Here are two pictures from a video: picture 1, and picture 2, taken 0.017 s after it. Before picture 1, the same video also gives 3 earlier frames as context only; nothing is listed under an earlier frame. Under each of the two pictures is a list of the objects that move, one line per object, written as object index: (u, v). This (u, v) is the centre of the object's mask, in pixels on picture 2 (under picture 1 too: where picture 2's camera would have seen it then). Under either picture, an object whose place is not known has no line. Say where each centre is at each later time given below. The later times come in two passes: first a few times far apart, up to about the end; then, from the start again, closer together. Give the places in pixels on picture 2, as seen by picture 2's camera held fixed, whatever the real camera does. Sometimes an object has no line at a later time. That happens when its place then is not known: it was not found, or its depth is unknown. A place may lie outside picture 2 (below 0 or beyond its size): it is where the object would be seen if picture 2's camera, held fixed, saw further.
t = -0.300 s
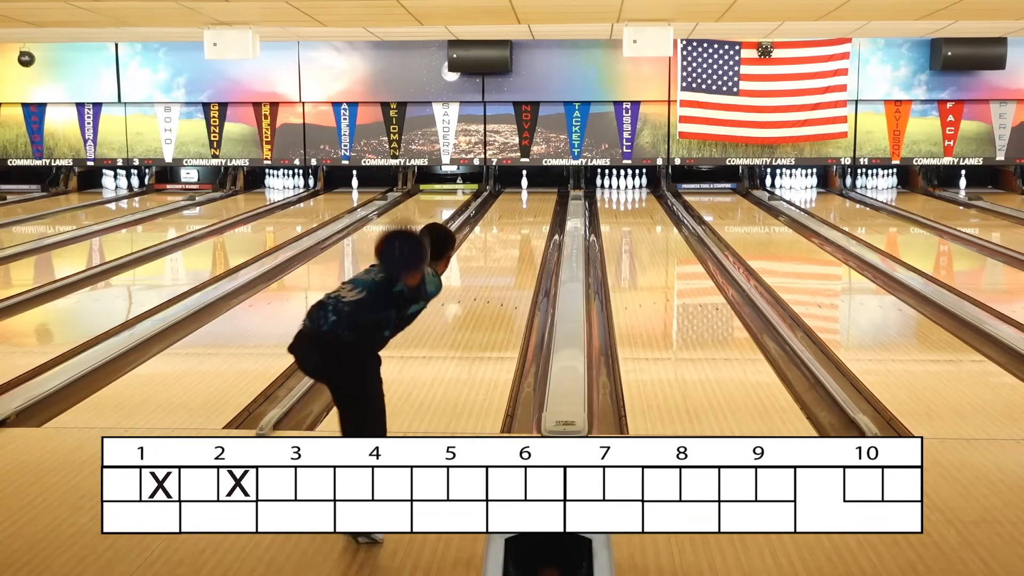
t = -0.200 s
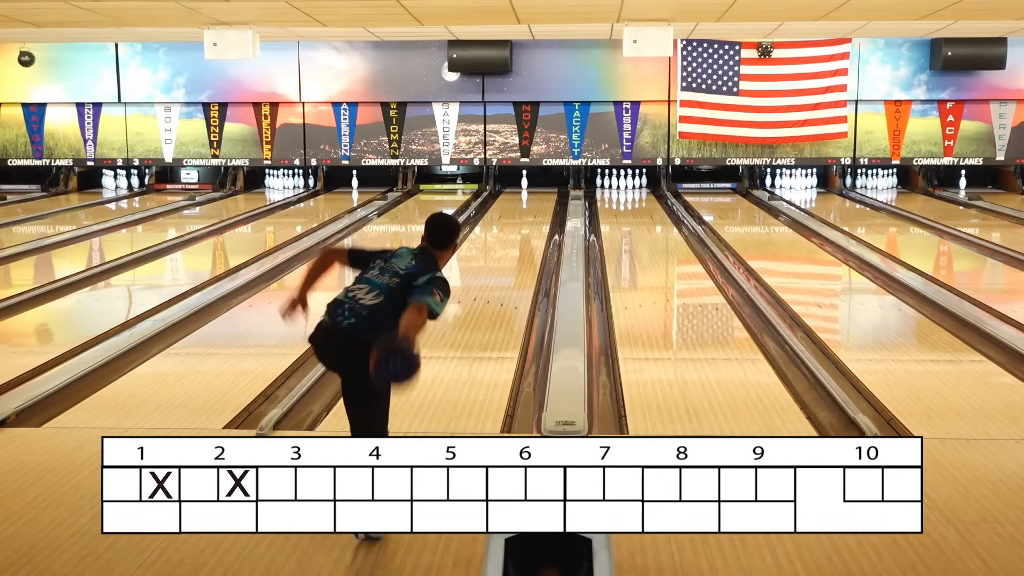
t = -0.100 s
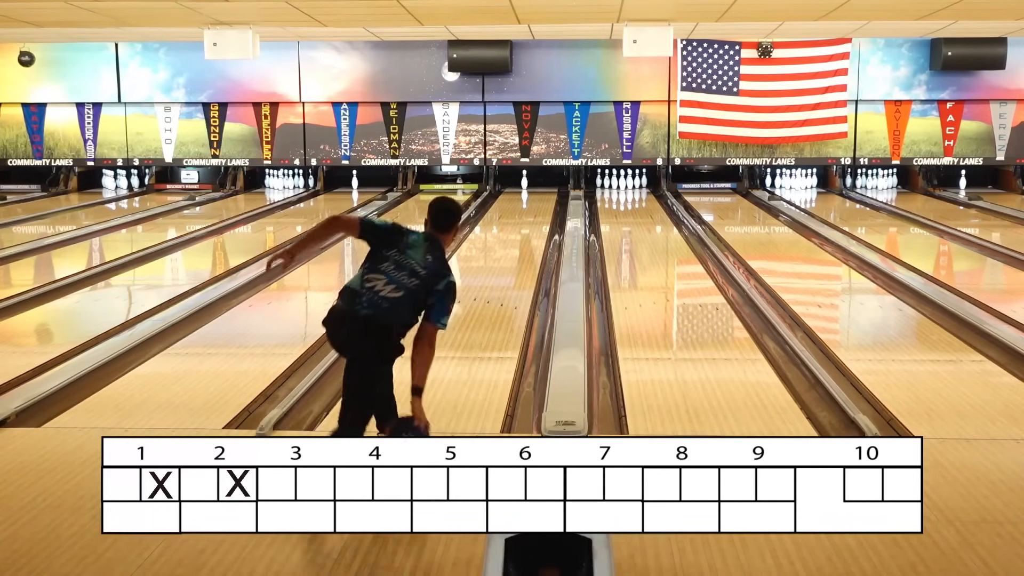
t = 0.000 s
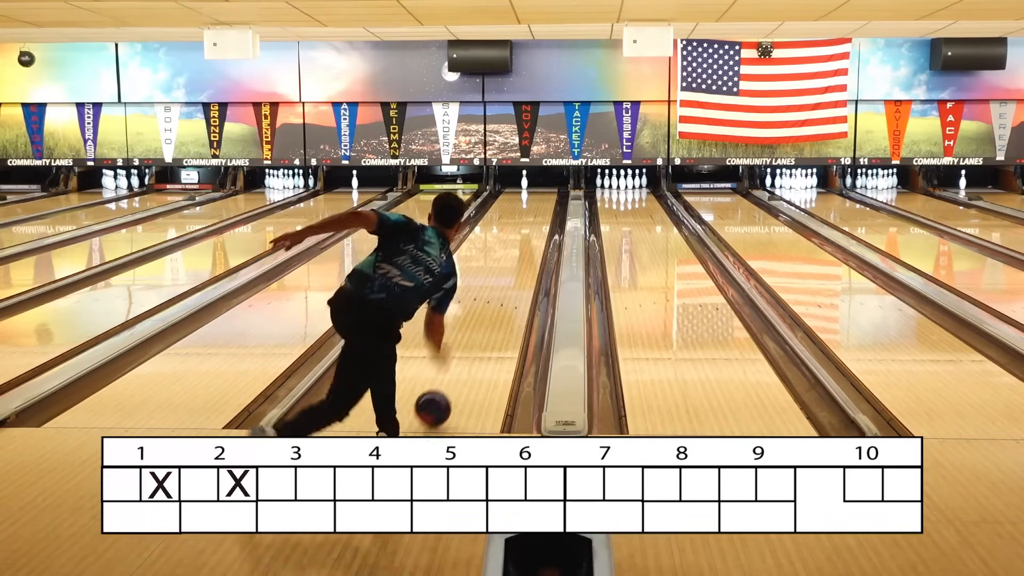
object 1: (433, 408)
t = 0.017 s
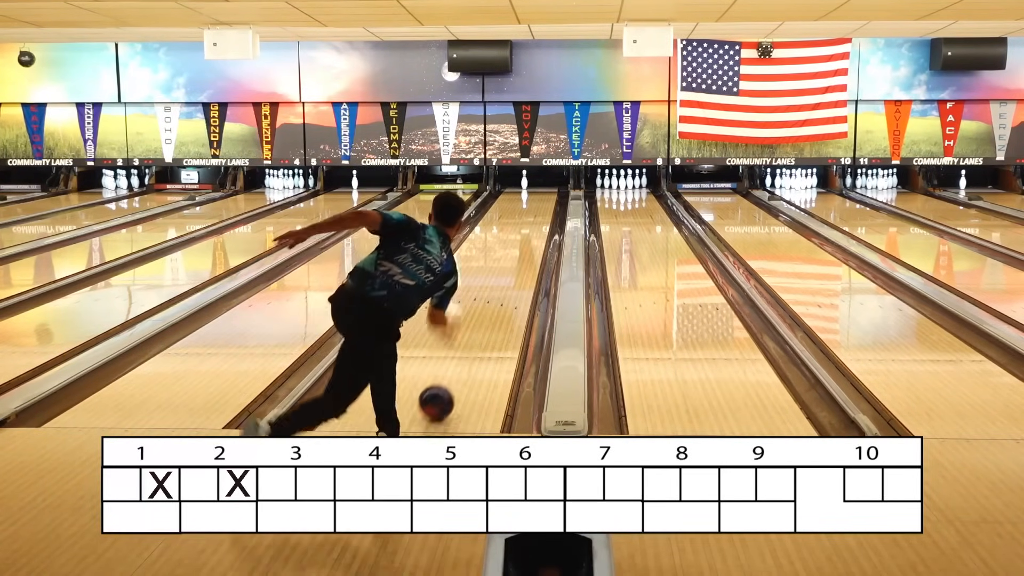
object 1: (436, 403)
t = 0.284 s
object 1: (474, 315)
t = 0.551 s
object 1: (495, 265)
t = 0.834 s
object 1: (507, 234)
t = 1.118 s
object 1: (515, 211)
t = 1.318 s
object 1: (520, 200)
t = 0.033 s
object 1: (439, 395)
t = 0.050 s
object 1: (443, 388)
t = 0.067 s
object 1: (446, 382)
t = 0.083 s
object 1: (448, 376)
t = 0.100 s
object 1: (451, 370)
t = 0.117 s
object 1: (454, 363)
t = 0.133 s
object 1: (456, 357)
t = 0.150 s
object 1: (458, 352)
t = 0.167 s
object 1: (460, 347)
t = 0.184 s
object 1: (463, 342)
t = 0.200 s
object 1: (465, 337)
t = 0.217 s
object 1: (467, 332)
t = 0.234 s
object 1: (468, 328)
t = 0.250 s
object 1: (470, 323)
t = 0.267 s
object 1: (472, 319)
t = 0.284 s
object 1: (474, 315)
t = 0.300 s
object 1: (475, 311)
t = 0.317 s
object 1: (477, 307)
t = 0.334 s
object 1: (478, 304)
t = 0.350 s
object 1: (480, 300)
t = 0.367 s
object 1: (481, 297)
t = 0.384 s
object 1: (483, 293)
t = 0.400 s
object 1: (484, 290)
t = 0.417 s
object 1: (485, 287)
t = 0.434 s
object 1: (486, 284)
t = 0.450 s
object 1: (487, 281)
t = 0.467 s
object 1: (488, 280)
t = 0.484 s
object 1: (487, 280)
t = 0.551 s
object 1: (495, 265)
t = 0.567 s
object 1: (495, 264)
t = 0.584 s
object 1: (496, 261)
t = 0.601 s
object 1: (496, 259)
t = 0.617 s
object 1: (497, 257)
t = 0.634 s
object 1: (498, 255)
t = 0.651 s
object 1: (499, 253)
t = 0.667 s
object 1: (500, 251)
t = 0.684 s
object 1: (501, 249)
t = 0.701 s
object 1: (502, 247)
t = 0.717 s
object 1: (502, 245)
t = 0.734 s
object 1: (503, 243)
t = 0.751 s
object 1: (504, 242)
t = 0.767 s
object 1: (505, 240)
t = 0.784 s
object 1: (505, 238)
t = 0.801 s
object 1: (506, 237)
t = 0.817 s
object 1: (506, 235)
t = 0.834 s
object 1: (507, 234)
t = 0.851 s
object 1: (508, 232)
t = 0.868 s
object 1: (508, 231)
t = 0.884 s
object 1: (509, 229)
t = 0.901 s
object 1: (509, 228)
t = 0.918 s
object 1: (510, 226)
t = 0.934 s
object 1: (510, 225)
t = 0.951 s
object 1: (511, 224)
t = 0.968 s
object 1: (512, 222)
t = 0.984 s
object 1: (512, 221)
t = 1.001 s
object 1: (513, 220)
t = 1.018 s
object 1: (513, 218)
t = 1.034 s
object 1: (514, 217)
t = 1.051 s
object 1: (514, 216)
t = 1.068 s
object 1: (514, 215)
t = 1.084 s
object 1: (515, 214)
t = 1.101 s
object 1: (515, 213)
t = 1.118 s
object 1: (515, 211)
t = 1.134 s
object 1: (516, 210)
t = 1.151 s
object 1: (516, 209)
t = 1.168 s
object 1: (517, 208)
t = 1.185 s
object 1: (517, 207)
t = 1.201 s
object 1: (517, 206)
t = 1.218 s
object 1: (518, 205)
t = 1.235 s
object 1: (518, 204)
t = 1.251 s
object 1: (518, 203)
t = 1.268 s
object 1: (519, 202)
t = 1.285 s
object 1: (519, 201)
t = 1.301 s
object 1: (519, 201)
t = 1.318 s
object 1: (520, 200)
